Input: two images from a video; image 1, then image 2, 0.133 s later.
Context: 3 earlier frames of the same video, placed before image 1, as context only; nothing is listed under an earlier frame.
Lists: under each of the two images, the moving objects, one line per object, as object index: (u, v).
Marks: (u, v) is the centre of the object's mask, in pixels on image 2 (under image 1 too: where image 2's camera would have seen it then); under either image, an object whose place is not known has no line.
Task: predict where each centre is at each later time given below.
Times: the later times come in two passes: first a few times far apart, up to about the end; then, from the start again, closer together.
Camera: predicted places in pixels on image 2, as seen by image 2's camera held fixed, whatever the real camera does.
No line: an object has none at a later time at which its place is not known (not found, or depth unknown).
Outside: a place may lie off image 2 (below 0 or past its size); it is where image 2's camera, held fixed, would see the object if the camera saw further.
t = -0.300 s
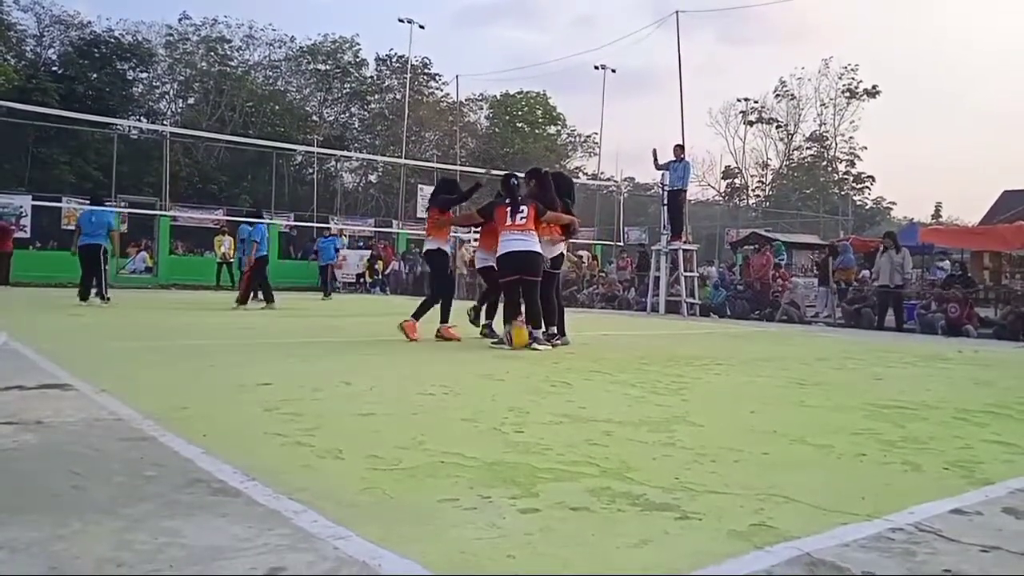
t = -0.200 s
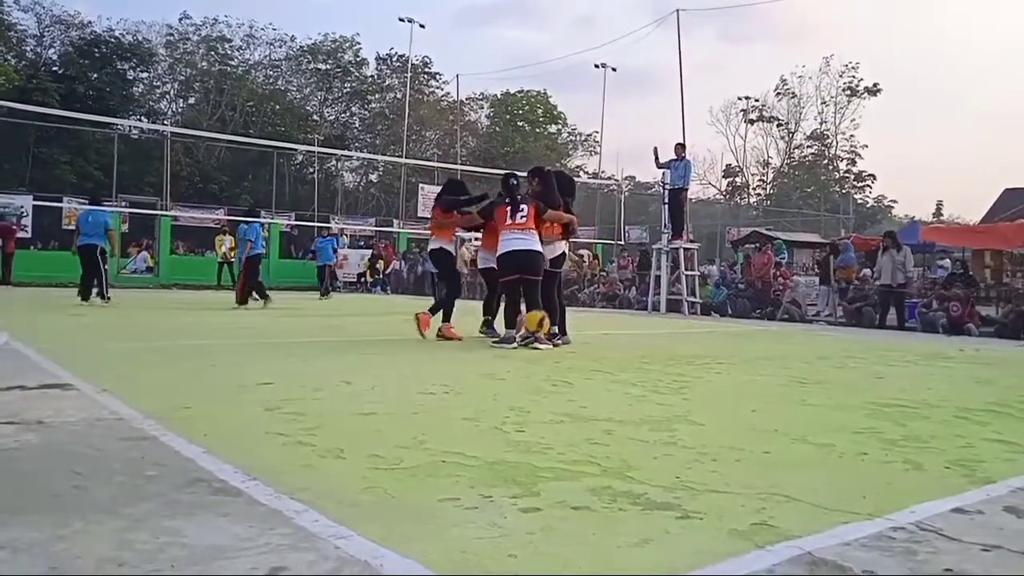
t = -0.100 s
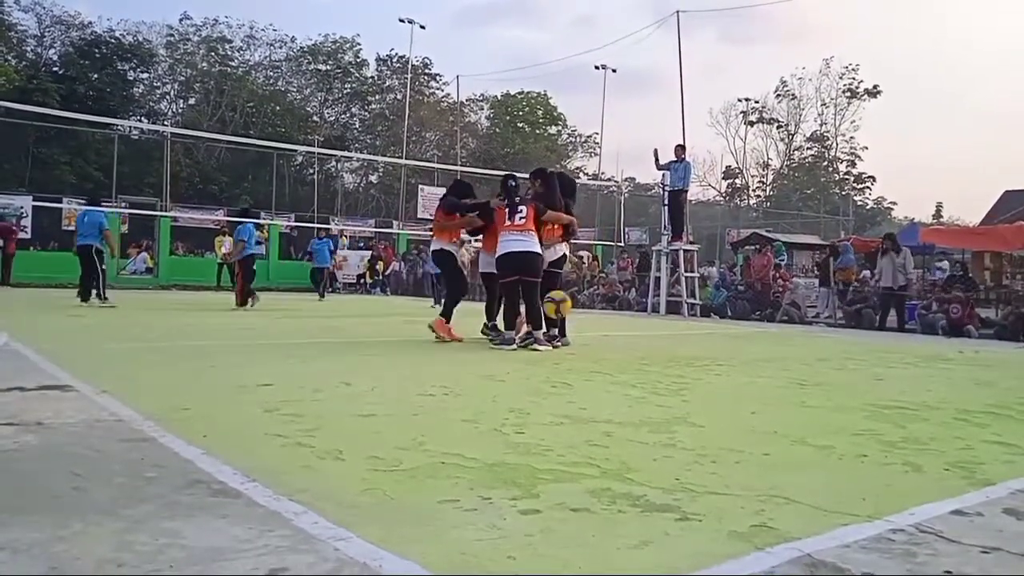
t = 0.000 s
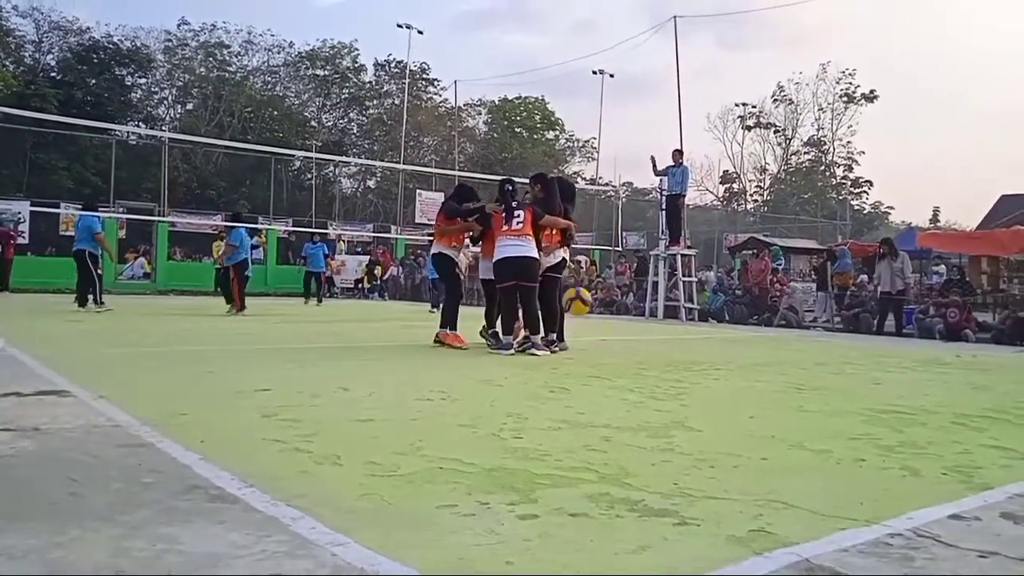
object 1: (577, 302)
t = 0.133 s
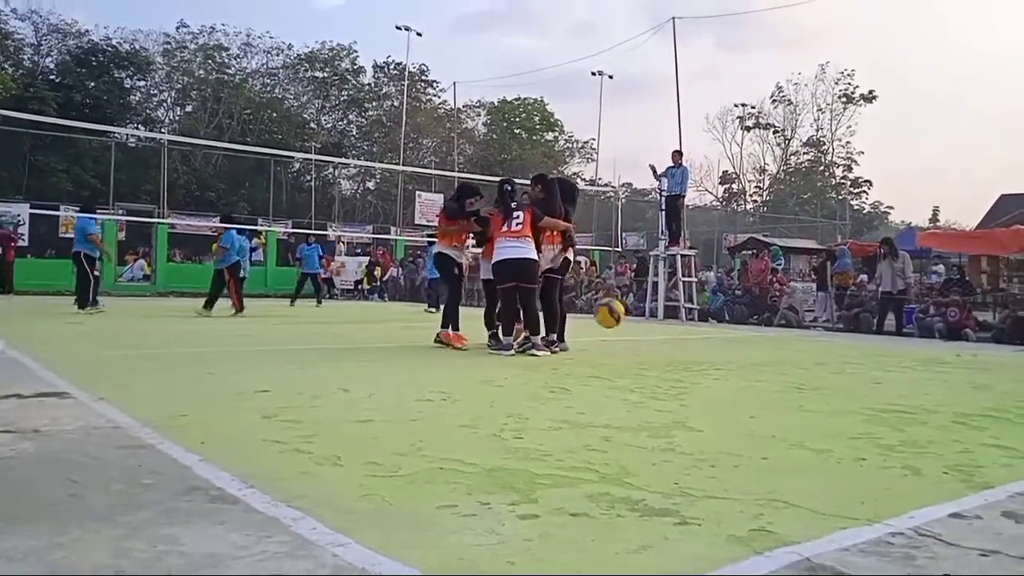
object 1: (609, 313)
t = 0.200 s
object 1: (625, 329)
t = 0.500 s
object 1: (710, 331)
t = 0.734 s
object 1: (788, 369)
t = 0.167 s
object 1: (617, 320)
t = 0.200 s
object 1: (625, 329)
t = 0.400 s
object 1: (679, 344)
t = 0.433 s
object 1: (689, 338)
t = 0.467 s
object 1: (699, 333)
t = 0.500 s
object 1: (710, 331)
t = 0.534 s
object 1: (720, 330)
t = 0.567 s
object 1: (731, 332)
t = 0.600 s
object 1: (741, 335)
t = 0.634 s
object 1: (753, 340)
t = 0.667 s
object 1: (764, 349)
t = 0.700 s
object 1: (775, 357)
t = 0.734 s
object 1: (788, 369)
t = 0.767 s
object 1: (801, 384)
